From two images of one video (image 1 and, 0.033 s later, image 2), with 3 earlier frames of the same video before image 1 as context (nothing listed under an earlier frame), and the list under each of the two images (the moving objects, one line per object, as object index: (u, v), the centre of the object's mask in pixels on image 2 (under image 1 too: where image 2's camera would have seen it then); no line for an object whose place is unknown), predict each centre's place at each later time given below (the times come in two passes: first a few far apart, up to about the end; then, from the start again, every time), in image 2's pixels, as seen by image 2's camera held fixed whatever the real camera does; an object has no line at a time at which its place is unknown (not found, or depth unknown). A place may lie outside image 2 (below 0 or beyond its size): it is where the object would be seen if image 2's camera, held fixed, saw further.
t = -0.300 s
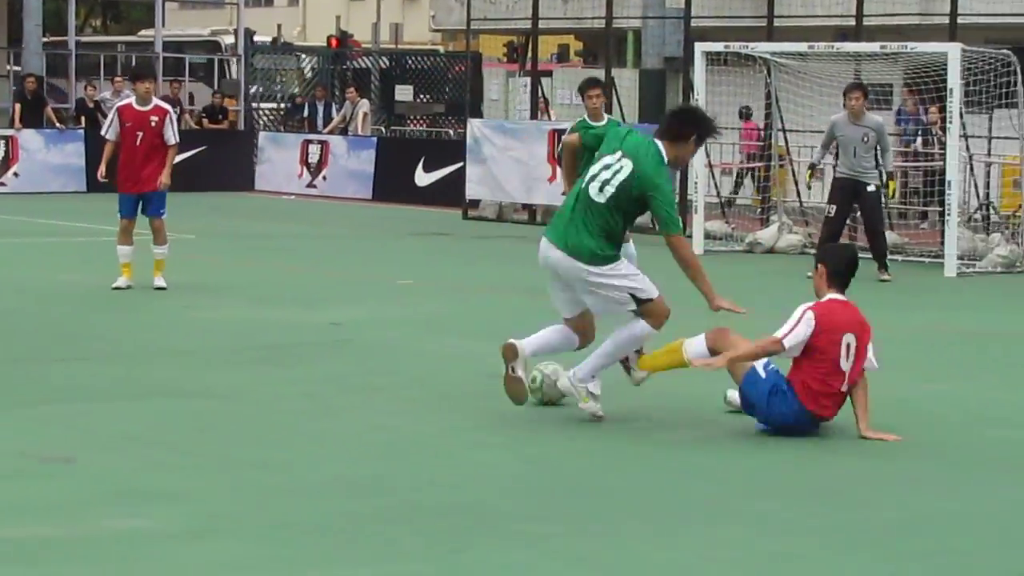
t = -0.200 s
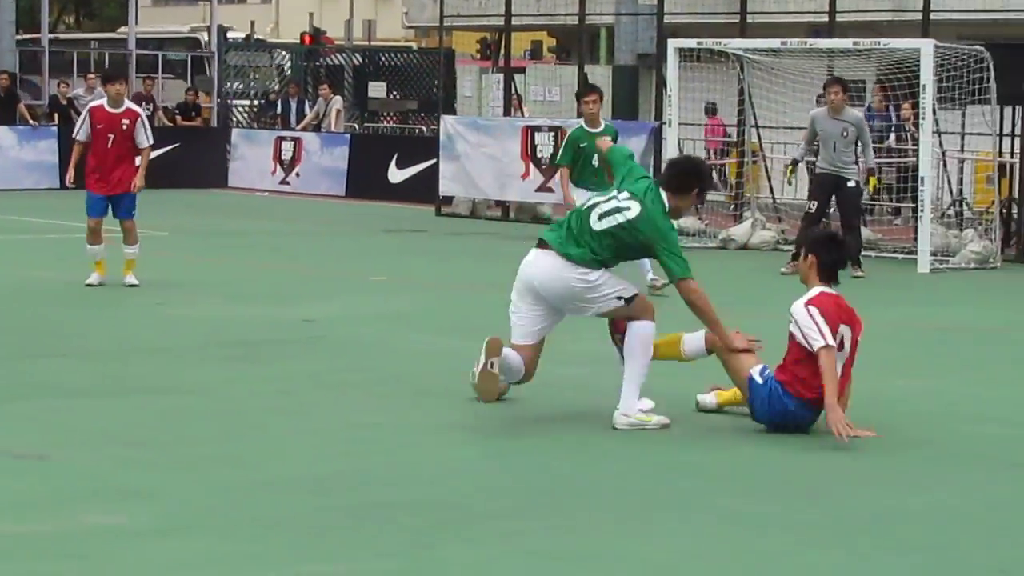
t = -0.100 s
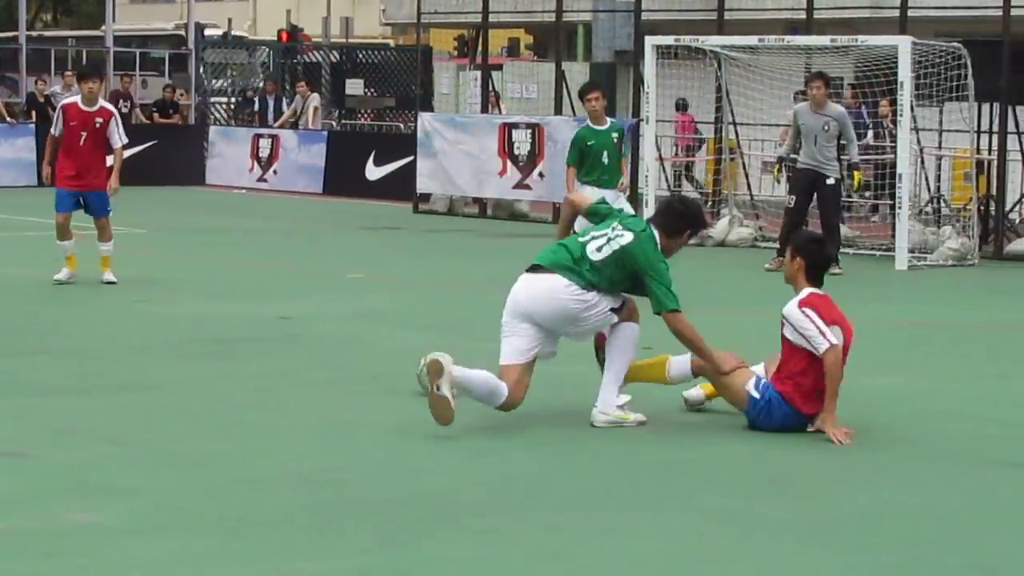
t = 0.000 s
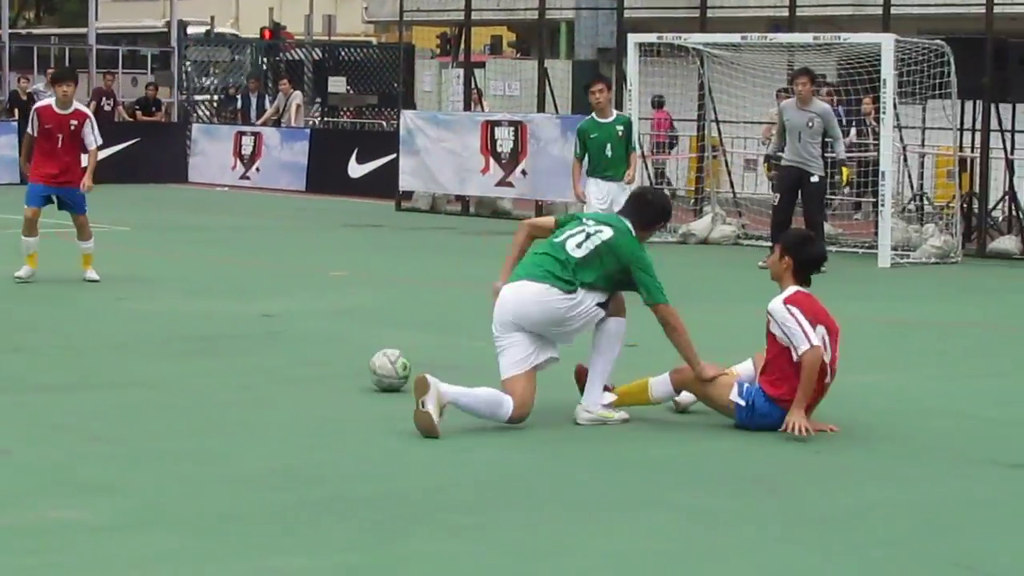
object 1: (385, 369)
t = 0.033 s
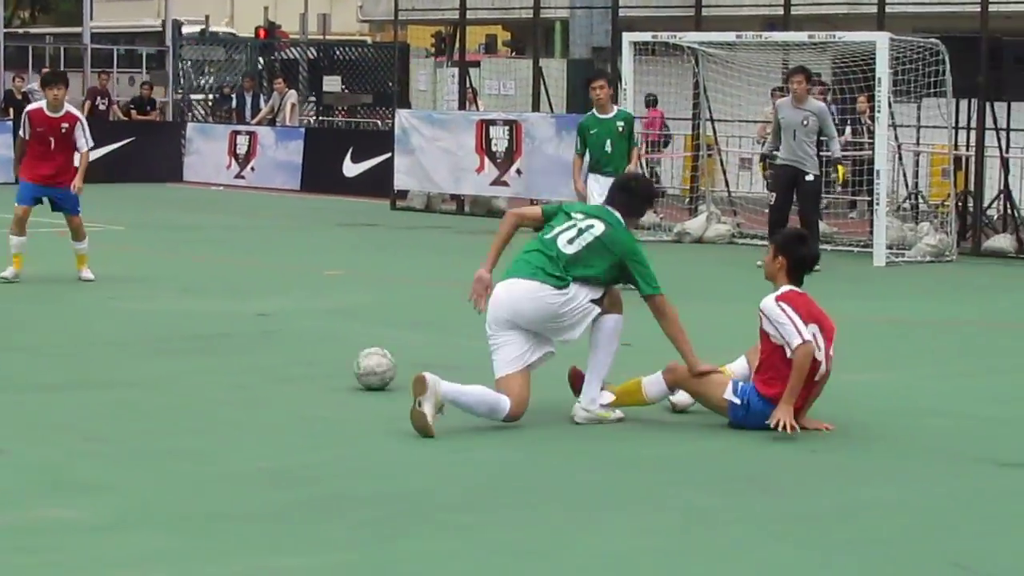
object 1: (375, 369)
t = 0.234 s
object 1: (314, 366)
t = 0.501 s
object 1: (239, 362)
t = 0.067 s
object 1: (364, 368)
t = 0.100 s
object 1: (354, 368)
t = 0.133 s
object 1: (344, 367)
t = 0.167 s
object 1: (334, 367)
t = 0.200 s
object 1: (324, 366)
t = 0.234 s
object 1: (314, 366)
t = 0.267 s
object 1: (304, 365)
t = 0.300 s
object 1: (295, 365)
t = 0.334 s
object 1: (285, 365)
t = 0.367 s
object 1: (275, 364)
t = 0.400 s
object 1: (266, 363)
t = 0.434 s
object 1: (257, 363)
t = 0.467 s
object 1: (248, 362)
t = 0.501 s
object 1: (239, 362)
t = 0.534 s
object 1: (231, 362)
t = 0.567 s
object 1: (222, 361)
